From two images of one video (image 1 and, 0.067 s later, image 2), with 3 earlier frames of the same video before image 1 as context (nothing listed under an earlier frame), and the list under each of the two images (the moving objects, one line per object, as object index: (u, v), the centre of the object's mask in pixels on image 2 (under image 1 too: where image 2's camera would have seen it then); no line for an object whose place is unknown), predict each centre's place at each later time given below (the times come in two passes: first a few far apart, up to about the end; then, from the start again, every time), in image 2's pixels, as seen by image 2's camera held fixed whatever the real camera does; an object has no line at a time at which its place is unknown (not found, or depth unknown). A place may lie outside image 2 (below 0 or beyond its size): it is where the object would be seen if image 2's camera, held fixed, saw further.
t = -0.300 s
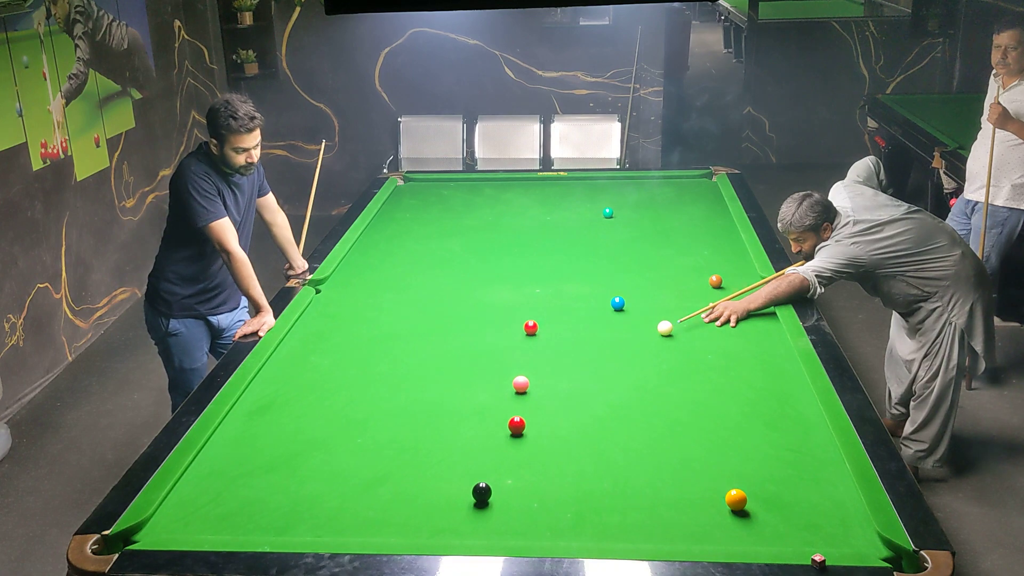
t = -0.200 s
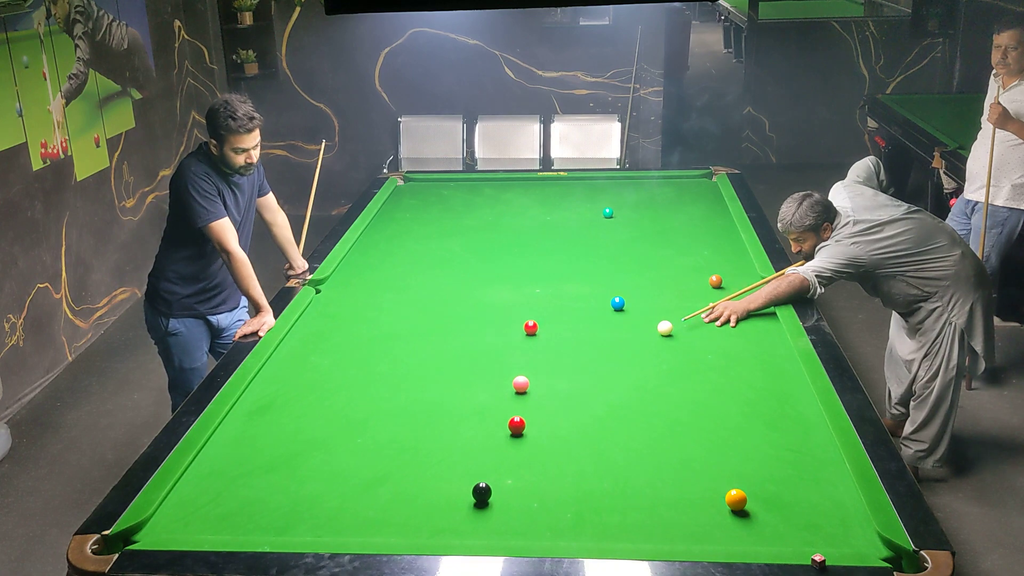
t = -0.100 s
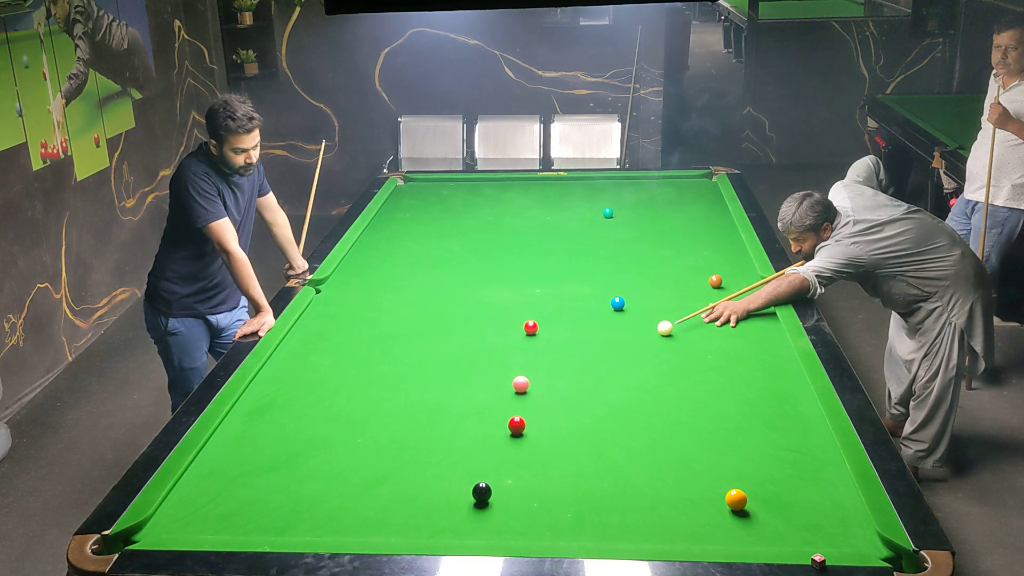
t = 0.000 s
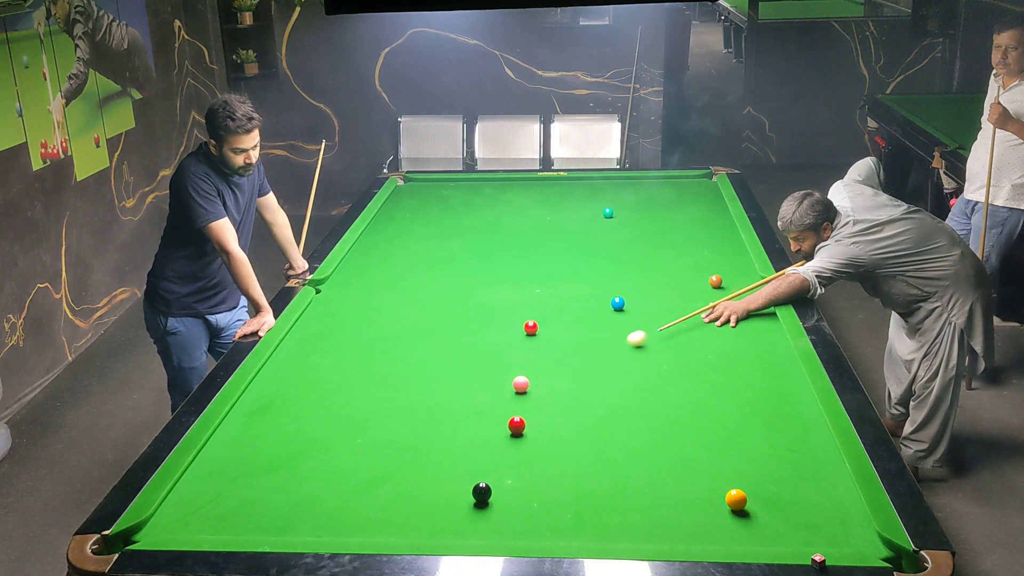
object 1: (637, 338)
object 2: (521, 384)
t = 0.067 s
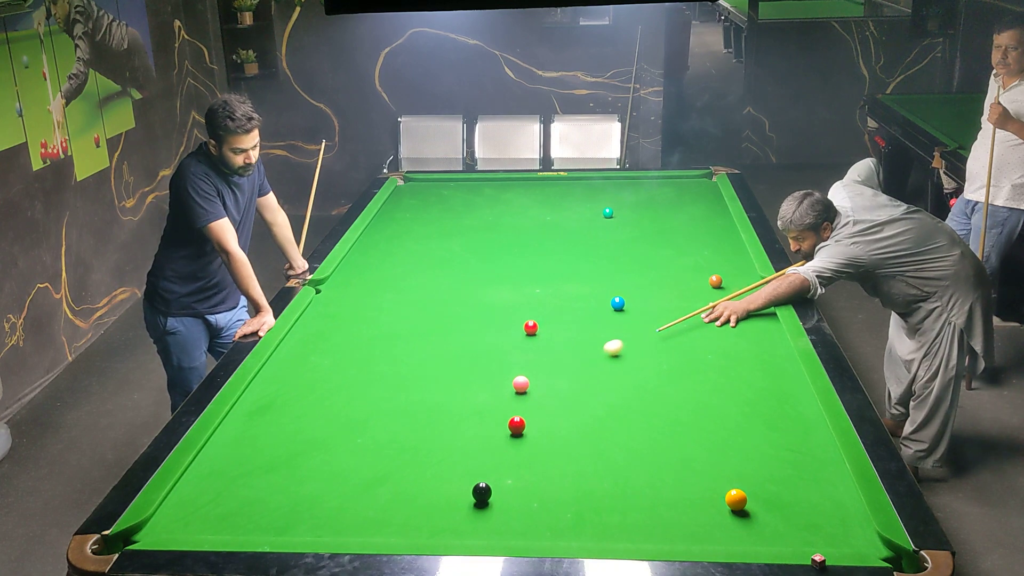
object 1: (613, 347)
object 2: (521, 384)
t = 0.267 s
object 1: (549, 372)
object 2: (521, 384)
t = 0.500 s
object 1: (524, 384)
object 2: (469, 402)
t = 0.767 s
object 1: (505, 393)
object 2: (405, 426)
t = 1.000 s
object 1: (488, 400)
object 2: (346, 448)
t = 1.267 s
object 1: (472, 408)
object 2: (276, 475)
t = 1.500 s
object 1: (459, 414)
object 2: (211, 500)
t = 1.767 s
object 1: (445, 421)
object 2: (150, 530)
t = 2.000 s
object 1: (434, 425)
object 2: (124, 545)
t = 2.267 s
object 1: (424, 430)
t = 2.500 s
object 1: (417, 434)
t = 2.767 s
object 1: (410, 437)
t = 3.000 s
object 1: (406, 439)
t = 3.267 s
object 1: (403, 440)
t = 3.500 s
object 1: (403, 440)
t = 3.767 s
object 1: (403, 440)
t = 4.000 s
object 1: (403, 440)
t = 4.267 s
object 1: (403, 440)
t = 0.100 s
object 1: (602, 352)
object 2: (521, 384)
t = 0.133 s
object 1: (592, 355)
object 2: (521, 384)
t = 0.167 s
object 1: (581, 360)
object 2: (521, 384)
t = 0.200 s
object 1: (570, 364)
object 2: (521, 384)
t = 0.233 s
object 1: (560, 368)
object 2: (521, 384)
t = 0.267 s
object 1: (549, 372)
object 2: (521, 384)
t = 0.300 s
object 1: (538, 377)
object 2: (521, 384)
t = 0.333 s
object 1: (533, 379)
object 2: (515, 385)
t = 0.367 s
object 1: (533, 380)
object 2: (504, 389)
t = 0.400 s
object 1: (532, 380)
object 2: (495, 393)
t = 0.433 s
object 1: (529, 381)
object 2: (485, 396)
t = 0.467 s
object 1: (527, 383)
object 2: (477, 400)
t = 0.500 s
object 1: (524, 384)
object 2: (469, 402)
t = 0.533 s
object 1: (522, 385)
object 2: (461, 405)
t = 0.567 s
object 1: (519, 386)
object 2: (453, 408)
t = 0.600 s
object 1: (517, 387)
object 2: (445, 411)
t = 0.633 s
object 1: (514, 388)
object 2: (437, 414)
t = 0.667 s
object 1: (512, 389)
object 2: (430, 417)
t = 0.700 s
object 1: (509, 390)
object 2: (421, 420)
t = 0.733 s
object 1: (507, 392)
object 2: (413, 423)
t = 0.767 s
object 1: (505, 393)
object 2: (405, 426)
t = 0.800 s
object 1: (502, 394)
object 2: (397, 429)
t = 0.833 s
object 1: (500, 395)
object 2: (389, 432)
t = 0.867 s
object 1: (497, 396)
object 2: (380, 436)
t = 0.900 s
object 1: (495, 397)
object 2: (372, 439)
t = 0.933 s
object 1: (493, 398)
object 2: (363, 442)
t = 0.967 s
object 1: (491, 399)
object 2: (355, 445)
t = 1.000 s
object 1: (488, 400)
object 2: (346, 448)
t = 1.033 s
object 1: (486, 401)
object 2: (338, 451)
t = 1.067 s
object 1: (484, 402)
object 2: (329, 455)
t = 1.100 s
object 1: (482, 403)
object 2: (320, 458)
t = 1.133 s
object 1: (480, 404)
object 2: (312, 461)
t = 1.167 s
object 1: (478, 405)
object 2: (303, 465)
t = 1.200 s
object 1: (476, 406)
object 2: (293, 468)
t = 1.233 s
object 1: (474, 407)
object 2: (285, 472)
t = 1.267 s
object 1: (472, 408)
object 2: (276, 475)
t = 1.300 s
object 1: (470, 409)
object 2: (266, 479)
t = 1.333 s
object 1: (468, 410)
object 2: (257, 482)
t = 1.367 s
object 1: (466, 411)
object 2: (248, 486)
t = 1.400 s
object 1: (464, 412)
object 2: (239, 489)
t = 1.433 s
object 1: (462, 413)
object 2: (229, 493)
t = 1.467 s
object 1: (460, 414)
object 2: (220, 497)
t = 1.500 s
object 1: (459, 414)
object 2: (211, 500)
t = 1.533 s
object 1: (457, 415)
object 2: (201, 504)
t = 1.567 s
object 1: (455, 416)
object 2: (191, 508)
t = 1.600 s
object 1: (453, 417)
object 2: (182, 511)
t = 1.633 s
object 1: (452, 418)
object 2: (172, 515)
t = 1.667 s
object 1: (450, 418)
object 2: (163, 518)
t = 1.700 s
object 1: (448, 419)
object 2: (153, 523)
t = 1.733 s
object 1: (447, 420)
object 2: (152, 527)
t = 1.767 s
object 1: (445, 421)
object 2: (150, 530)
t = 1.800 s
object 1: (443, 421)
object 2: (148, 532)
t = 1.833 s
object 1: (442, 422)
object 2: (145, 535)
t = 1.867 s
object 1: (440, 423)
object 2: (142, 535)
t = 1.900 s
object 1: (439, 423)
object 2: (138, 536)
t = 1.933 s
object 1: (437, 424)
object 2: (134, 538)
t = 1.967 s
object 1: (436, 425)
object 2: (129, 541)
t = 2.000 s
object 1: (434, 425)
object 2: (124, 545)
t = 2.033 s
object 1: (433, 426)
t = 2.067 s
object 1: (431, 427)
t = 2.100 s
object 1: (430, 427)
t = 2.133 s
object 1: (429, 428)
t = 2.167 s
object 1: (428, 428)
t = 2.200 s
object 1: (426, 429)
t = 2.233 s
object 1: (425, 430)
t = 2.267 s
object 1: (424, 430)
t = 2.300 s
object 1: (423, 431)
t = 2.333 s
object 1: (422, 431)
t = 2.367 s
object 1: (421, 432)
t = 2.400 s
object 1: (420, 432)
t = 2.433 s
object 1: (419, 433)
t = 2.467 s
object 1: (418, 433)
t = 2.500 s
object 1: (417, 434)
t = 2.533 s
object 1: (416, 434)
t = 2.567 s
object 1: (415, 435)
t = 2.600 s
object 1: (414, 435)
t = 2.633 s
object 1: (413, 435)
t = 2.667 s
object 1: (412, 436)
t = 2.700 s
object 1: (412, 436)
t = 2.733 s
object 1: (411, 436)
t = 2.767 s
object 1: (410, 437)
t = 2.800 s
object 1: (409, 437)
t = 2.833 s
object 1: (409, 437)
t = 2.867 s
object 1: (408, 438)
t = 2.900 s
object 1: (408, 438)
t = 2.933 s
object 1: (407, 438)
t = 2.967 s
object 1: (406, 438)
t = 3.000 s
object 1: (406, 439)
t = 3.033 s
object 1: (405, 439)
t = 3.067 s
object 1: (405, 439)
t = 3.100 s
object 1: (405, 439)
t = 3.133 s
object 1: (404, 439)
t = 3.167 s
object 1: (404, 440)
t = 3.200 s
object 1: (404, 440)
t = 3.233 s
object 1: (403, 440)
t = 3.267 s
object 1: (403, 440)
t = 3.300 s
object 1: (403, 440)
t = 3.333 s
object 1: (403, 440)
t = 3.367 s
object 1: (403, 440)
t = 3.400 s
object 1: (403, 440)
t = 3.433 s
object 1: (403, 440)
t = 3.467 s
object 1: (403, 440)
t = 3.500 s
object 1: (403, 440)
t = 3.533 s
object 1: (403, 440)
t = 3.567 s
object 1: (403, 440)
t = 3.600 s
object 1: (403, 440)
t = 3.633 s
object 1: (403, 440)
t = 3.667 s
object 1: (403, 440)
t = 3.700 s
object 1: (403, 440)
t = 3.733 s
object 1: (403, 440)
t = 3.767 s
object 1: (403, 440)
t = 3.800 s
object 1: (403, 440)
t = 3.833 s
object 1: (403, 440)
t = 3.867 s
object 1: (403, 440)
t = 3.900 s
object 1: (403, 440)
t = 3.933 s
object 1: (403, 440)
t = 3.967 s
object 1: (403, 440)
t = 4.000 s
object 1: (403, 440)
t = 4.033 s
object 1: (403, 440)
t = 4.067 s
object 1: (403, 440)
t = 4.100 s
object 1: (403, 440)
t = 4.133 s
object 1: (403, 440)
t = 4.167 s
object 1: (403, 440)
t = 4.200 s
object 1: (403, 440)
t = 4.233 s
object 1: (403, 440)
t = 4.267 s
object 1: (403, 440)
